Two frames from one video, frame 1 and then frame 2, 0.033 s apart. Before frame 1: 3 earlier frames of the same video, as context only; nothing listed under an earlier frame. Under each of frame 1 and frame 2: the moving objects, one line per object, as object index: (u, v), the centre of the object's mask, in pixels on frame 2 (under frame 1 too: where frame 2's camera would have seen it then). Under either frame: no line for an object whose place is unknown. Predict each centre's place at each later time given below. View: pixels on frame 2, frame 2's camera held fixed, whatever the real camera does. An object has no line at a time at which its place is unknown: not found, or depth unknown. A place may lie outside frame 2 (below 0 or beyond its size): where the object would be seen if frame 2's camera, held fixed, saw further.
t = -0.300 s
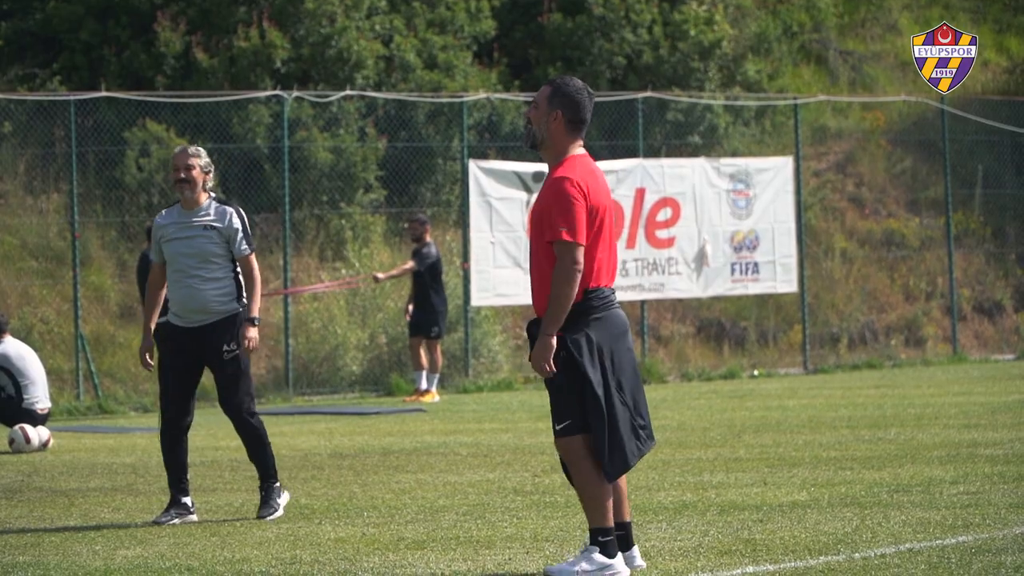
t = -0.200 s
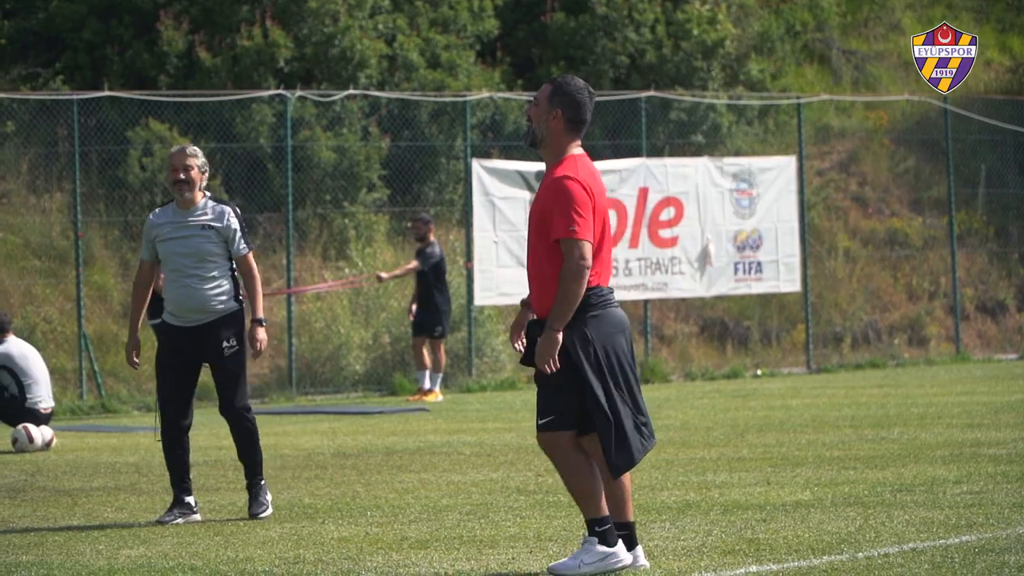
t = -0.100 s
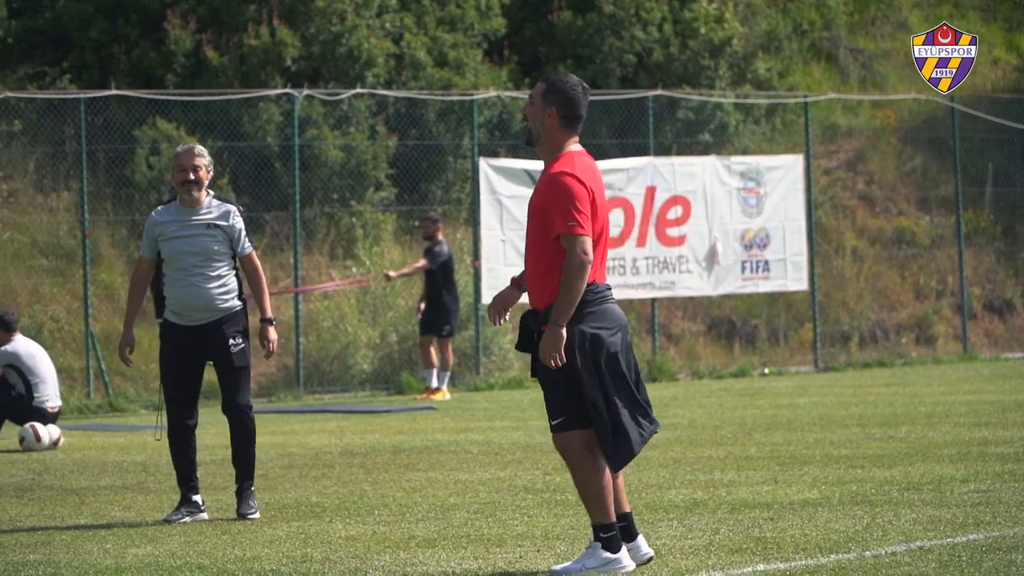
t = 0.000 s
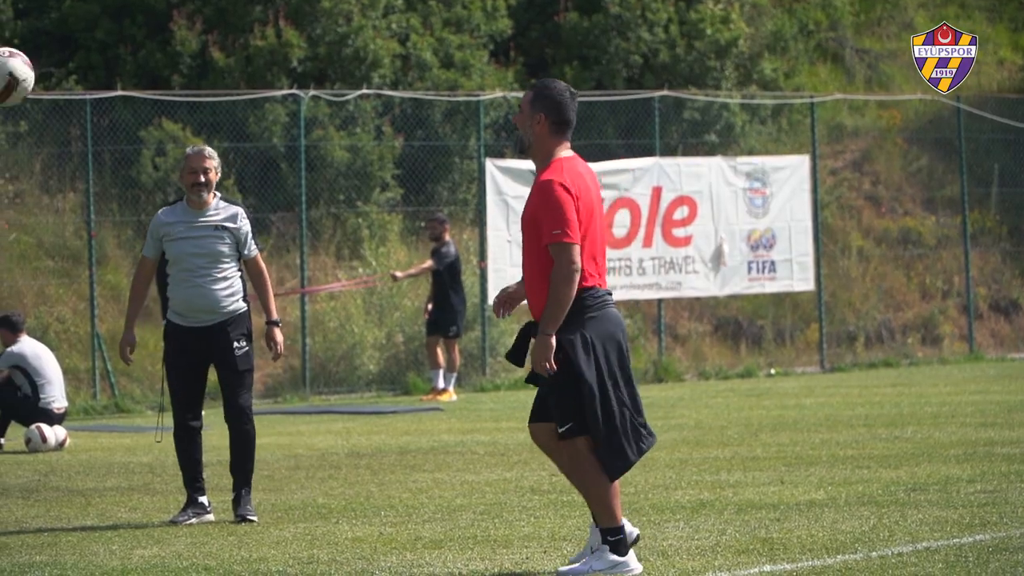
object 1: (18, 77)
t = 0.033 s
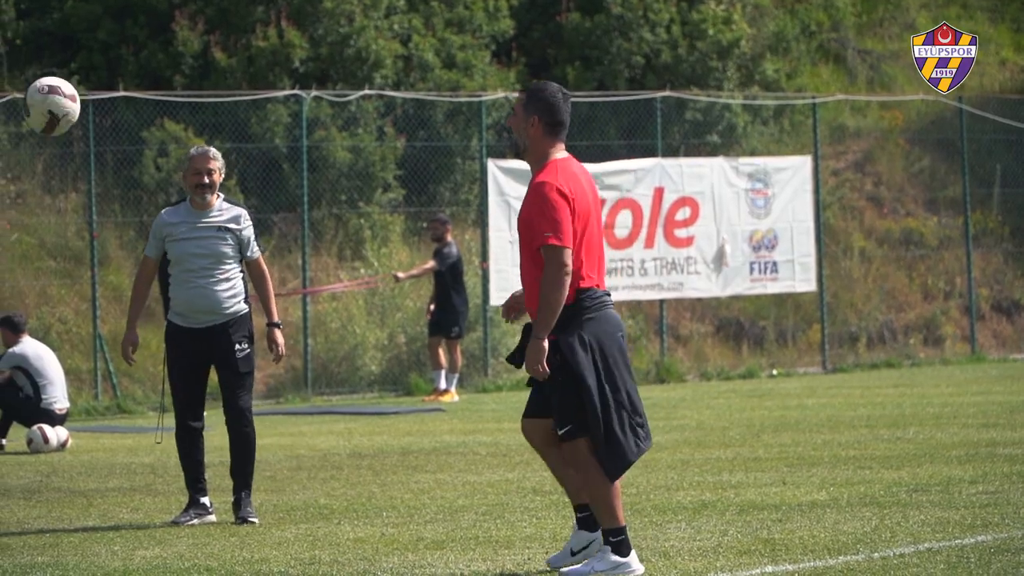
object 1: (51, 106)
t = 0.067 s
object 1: (83, 128)
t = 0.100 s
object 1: (114, 155)
